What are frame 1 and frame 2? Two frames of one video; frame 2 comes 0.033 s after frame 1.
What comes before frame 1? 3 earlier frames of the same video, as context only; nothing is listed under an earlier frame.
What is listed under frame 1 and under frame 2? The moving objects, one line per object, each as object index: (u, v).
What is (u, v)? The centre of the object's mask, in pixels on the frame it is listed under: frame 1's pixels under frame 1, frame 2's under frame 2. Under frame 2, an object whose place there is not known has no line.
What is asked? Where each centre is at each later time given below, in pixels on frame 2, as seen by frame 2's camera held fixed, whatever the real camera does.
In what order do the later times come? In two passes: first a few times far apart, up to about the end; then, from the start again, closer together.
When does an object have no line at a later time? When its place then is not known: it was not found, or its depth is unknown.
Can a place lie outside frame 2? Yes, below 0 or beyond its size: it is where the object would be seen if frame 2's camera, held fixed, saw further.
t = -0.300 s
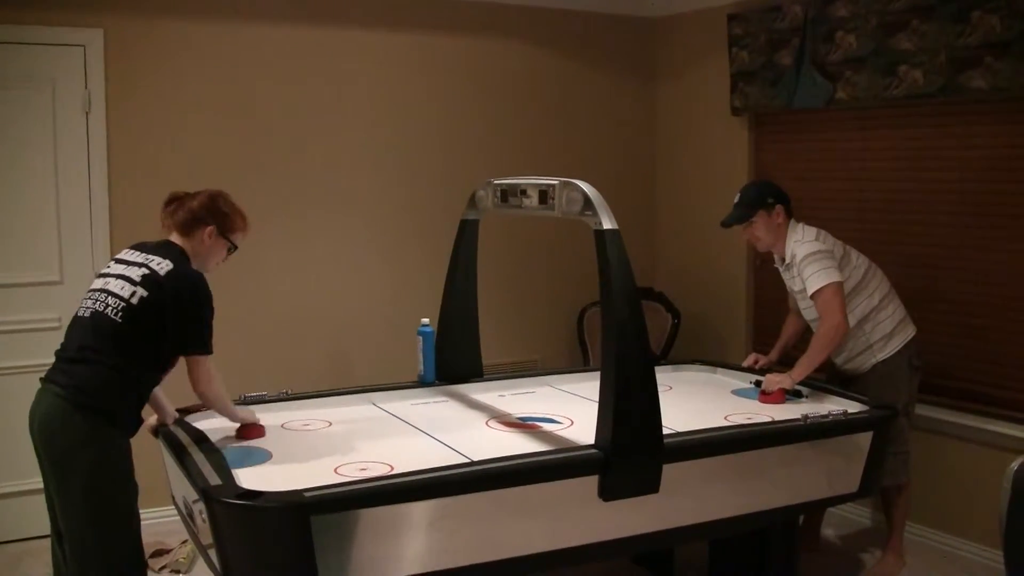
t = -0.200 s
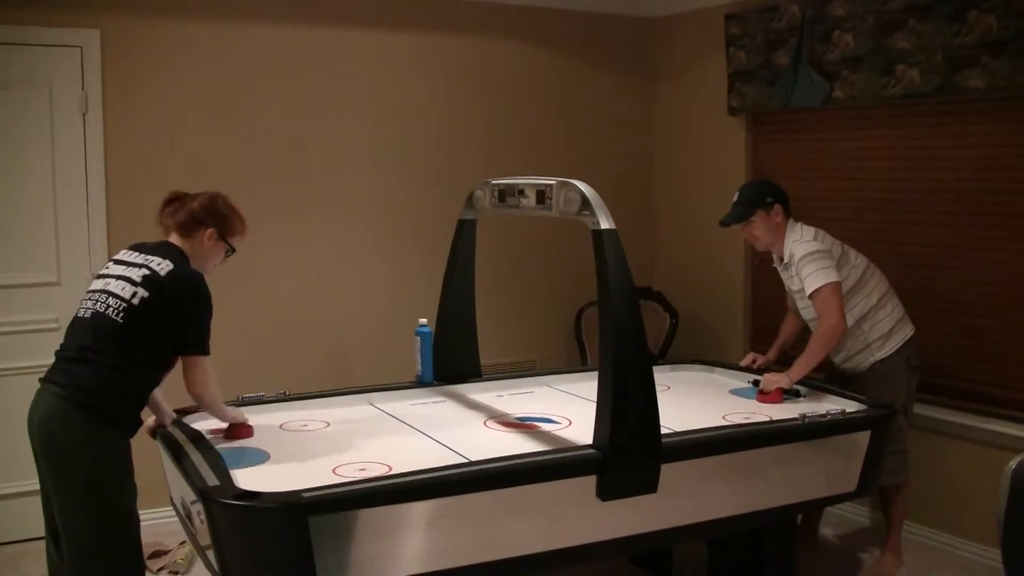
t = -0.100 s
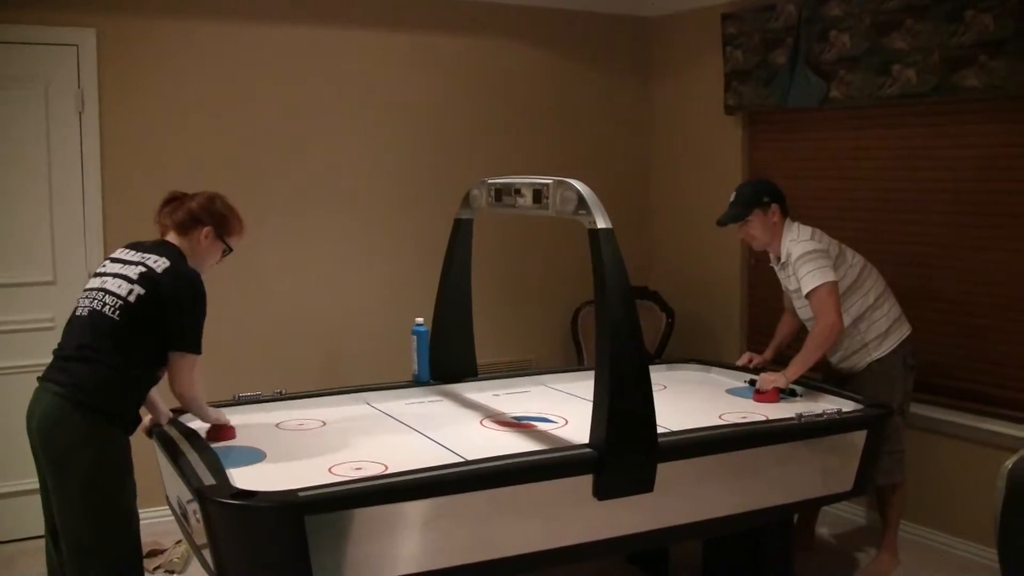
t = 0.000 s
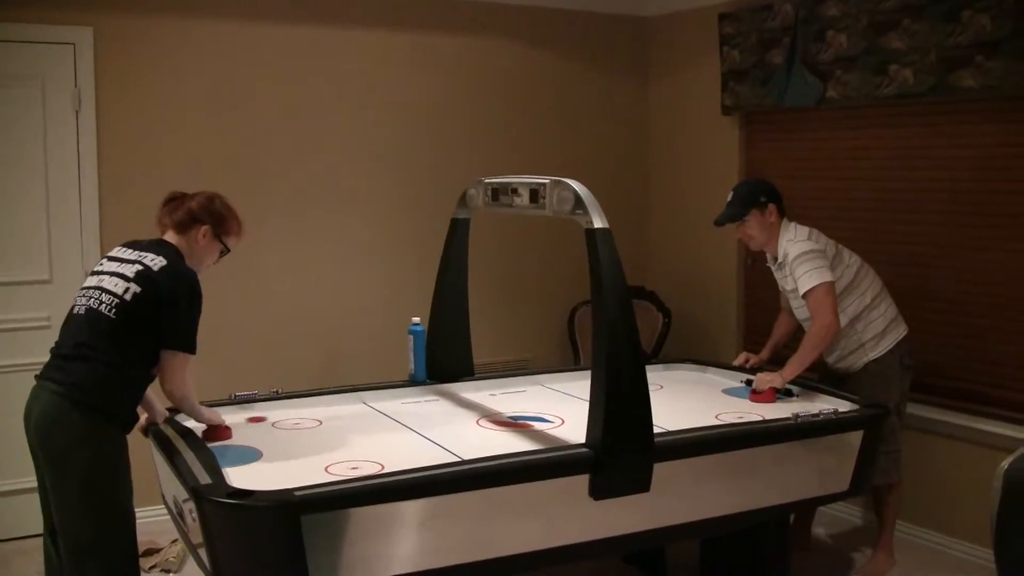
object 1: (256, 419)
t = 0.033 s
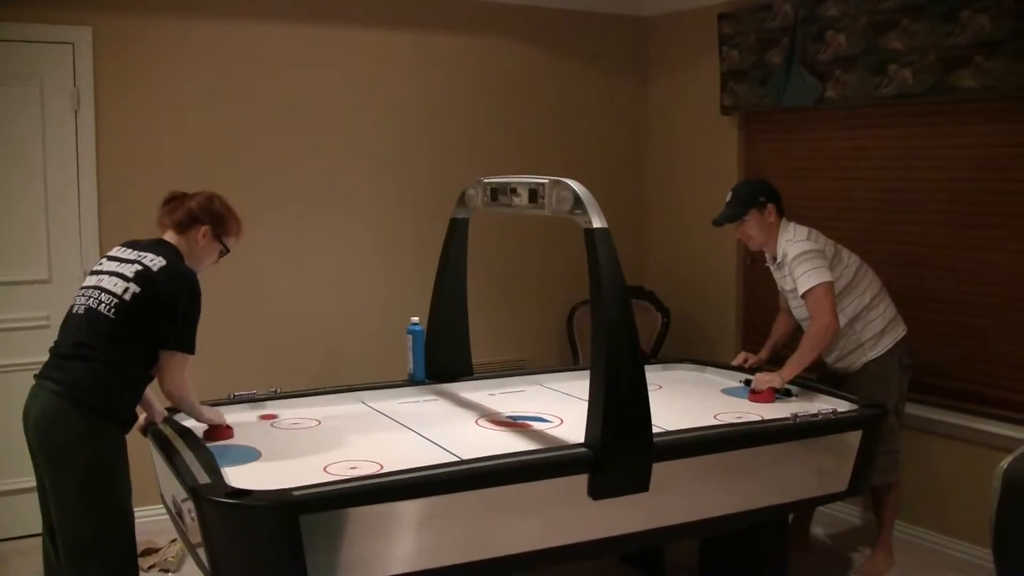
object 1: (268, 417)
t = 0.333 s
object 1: (378, 406)
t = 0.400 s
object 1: (403, 405)
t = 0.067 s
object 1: (280, 415)
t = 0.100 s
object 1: (293, 413)
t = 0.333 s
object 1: (378, 406)
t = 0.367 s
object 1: (391, 406)
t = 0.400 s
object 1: (403, 405)
